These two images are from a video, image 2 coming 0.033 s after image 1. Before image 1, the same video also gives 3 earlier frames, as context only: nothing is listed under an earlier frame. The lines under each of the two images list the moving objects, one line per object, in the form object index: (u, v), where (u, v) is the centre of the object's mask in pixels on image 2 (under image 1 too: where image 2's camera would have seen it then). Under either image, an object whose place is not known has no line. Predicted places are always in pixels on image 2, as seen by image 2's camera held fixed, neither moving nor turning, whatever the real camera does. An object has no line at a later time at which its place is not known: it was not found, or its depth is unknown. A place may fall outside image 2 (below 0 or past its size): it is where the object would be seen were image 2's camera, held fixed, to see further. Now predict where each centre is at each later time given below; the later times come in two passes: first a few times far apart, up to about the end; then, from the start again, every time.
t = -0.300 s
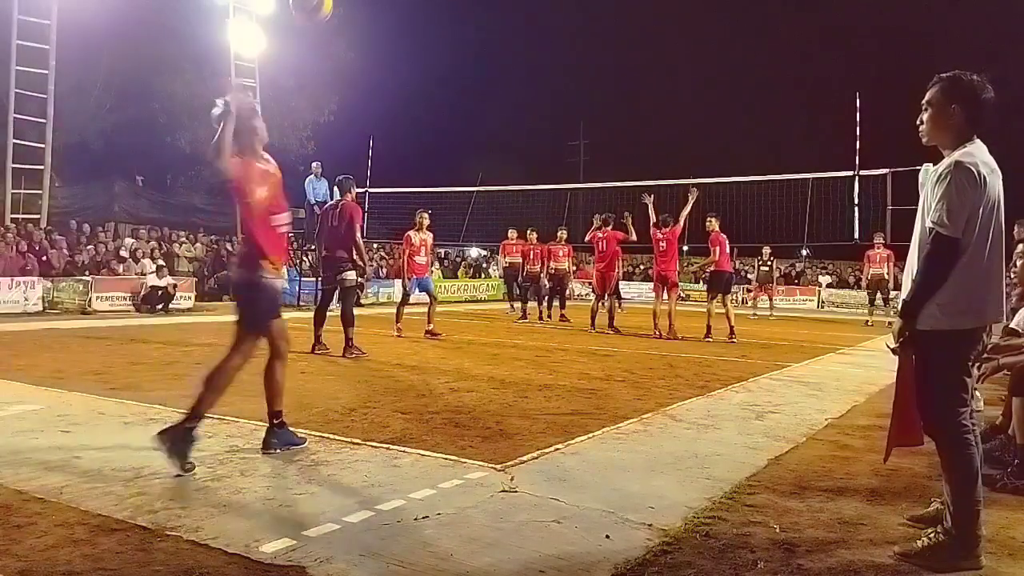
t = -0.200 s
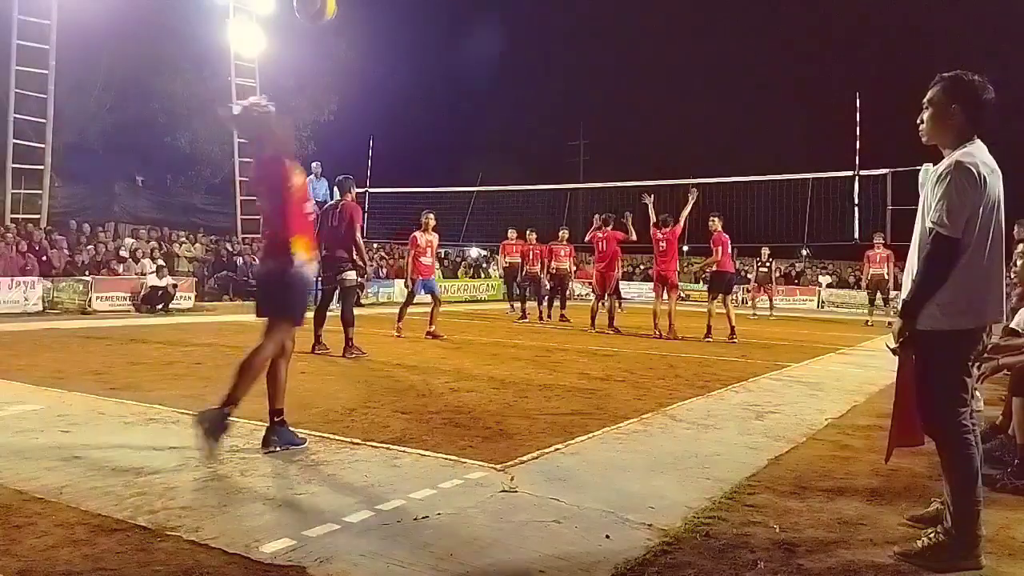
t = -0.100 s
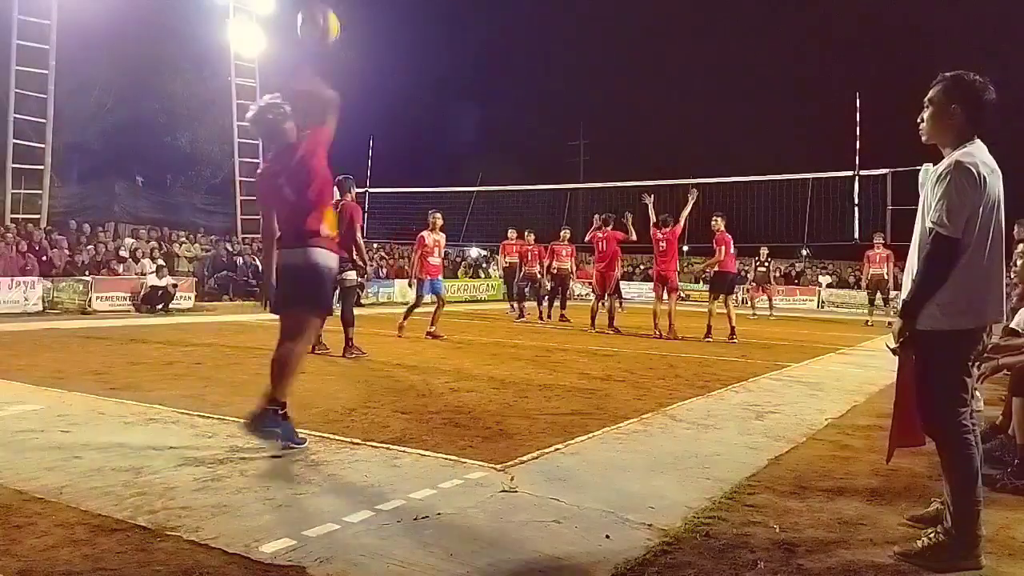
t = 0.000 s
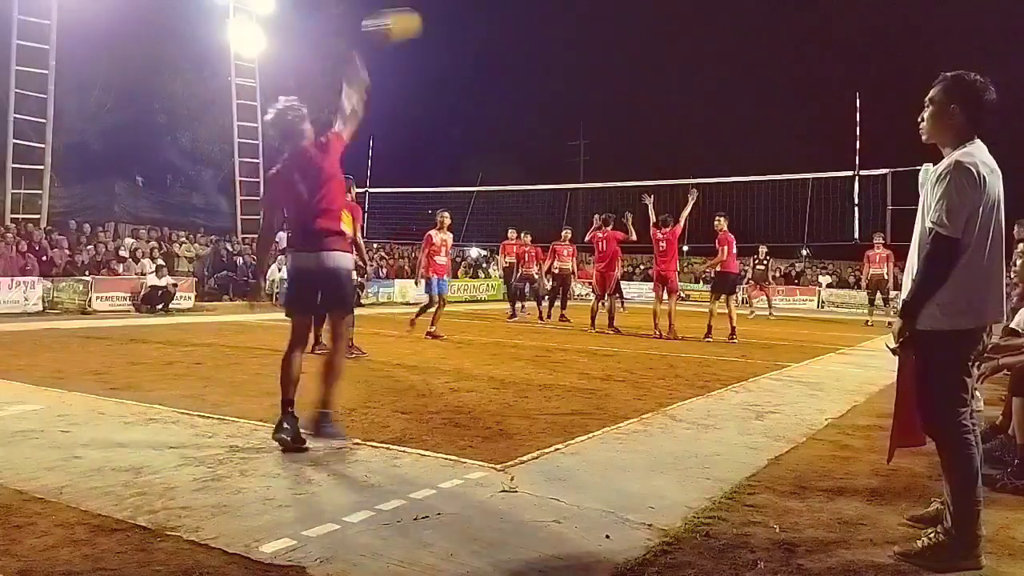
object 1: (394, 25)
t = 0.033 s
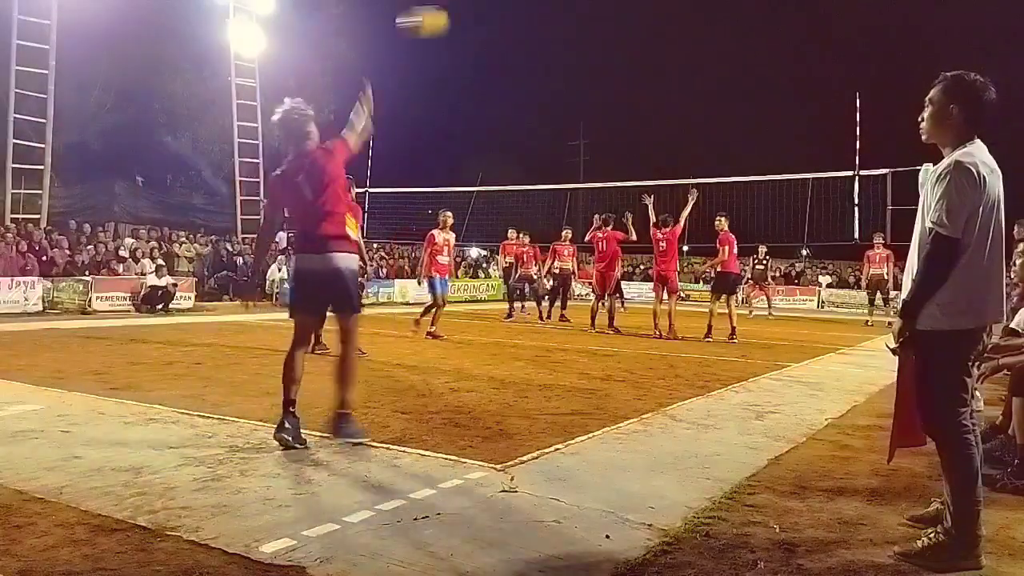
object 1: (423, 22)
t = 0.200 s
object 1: (524, 25)
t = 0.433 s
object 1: (594, 62)
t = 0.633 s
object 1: (628, 109)
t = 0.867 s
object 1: (656, 171)
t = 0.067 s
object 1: (449, 20)
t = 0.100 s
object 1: (471, 20)
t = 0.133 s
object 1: (491, 21)
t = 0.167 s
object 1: (508, 23)
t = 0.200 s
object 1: (524, 25)
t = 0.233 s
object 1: (537, 28)
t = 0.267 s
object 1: (549, 33)
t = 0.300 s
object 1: (560, 37)
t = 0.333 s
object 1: (570, 43)
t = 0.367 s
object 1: (579, 49)
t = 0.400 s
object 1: (587, 56)
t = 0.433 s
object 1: (594, 62)
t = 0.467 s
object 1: (601, 69)
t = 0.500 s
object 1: (607, 77)
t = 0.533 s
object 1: (613, 85)
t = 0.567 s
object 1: (618, 93)
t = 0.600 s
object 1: (624, 101)
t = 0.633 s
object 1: (628, 109)
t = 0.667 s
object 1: (633, 118)
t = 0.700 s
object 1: (637, 126)
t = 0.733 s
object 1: (641, 135)
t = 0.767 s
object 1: (645, 144)
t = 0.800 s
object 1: (649, 153)
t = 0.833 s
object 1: (652, 162)
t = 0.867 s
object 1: (656, 171)
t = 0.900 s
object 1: (659, 181)
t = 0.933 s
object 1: (663, 191)
